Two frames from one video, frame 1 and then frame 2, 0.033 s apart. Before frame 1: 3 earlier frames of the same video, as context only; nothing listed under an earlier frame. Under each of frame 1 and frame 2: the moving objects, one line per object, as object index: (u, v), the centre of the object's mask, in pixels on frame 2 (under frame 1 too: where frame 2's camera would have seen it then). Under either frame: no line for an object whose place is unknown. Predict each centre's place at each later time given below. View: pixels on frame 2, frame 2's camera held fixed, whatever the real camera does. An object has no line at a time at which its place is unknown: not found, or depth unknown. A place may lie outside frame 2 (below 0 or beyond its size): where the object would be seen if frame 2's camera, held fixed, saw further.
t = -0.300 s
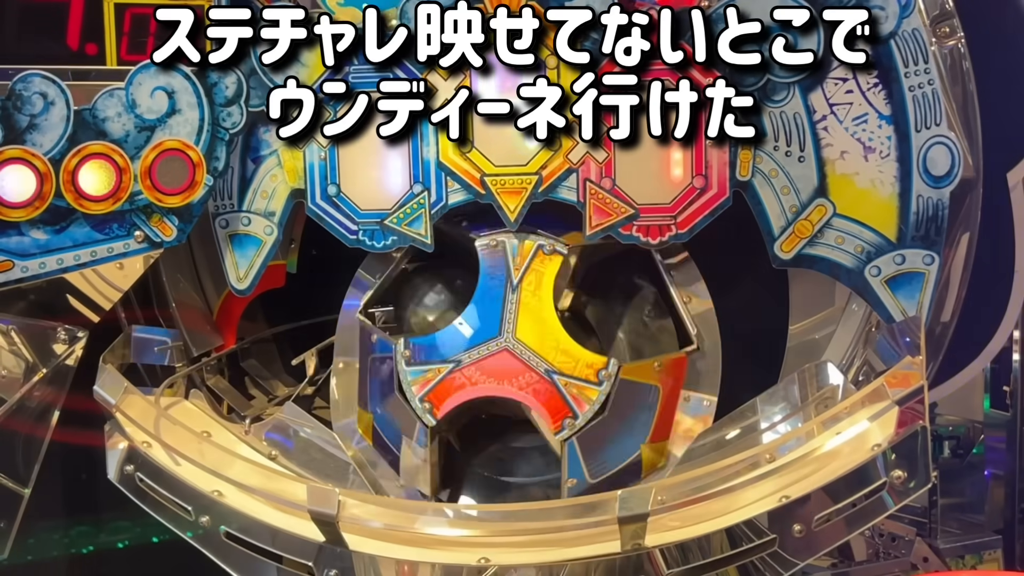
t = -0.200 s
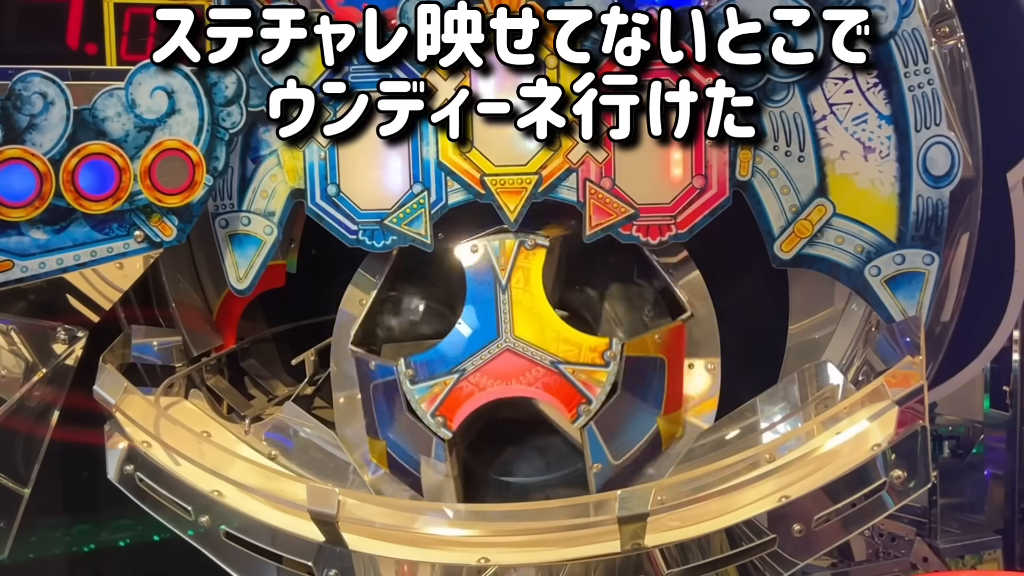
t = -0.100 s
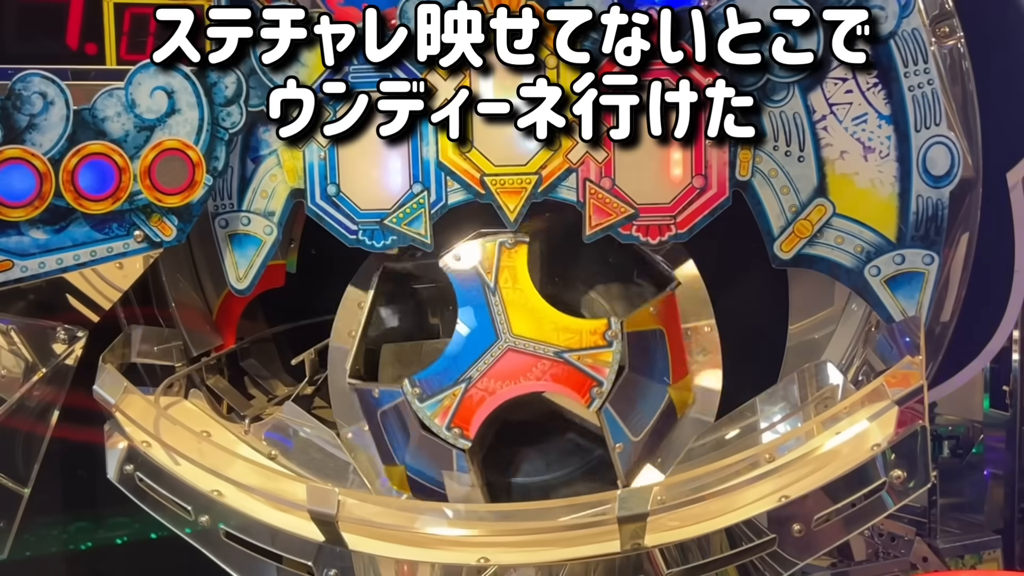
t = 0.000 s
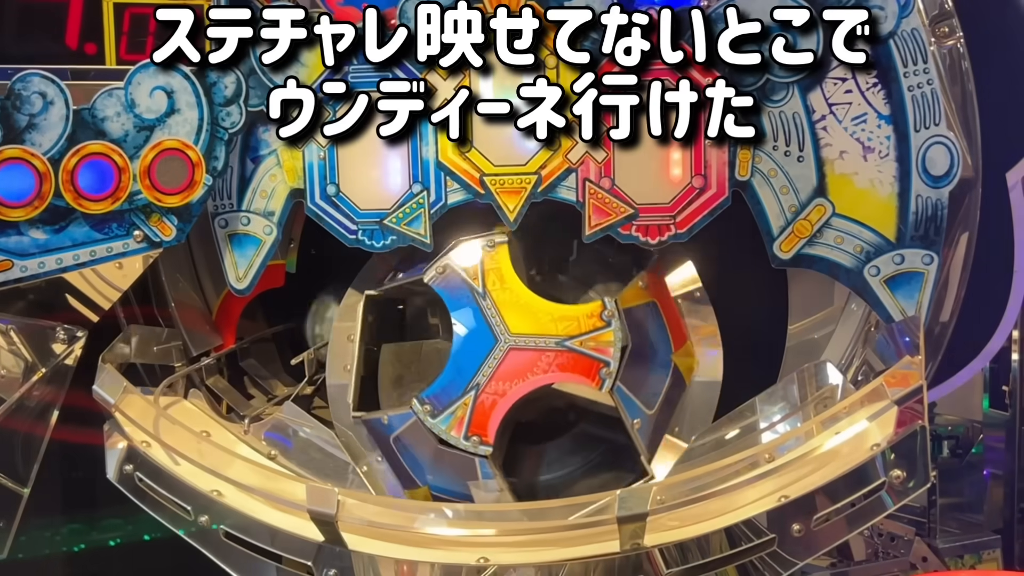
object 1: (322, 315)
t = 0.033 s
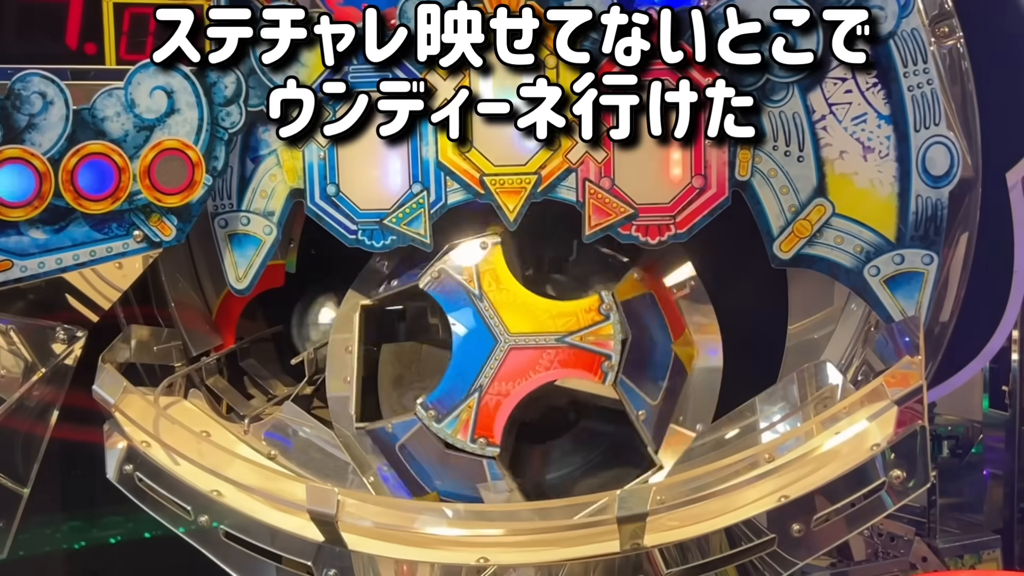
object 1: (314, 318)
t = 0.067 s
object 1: (307, 322)
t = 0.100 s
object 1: (300, 326)
